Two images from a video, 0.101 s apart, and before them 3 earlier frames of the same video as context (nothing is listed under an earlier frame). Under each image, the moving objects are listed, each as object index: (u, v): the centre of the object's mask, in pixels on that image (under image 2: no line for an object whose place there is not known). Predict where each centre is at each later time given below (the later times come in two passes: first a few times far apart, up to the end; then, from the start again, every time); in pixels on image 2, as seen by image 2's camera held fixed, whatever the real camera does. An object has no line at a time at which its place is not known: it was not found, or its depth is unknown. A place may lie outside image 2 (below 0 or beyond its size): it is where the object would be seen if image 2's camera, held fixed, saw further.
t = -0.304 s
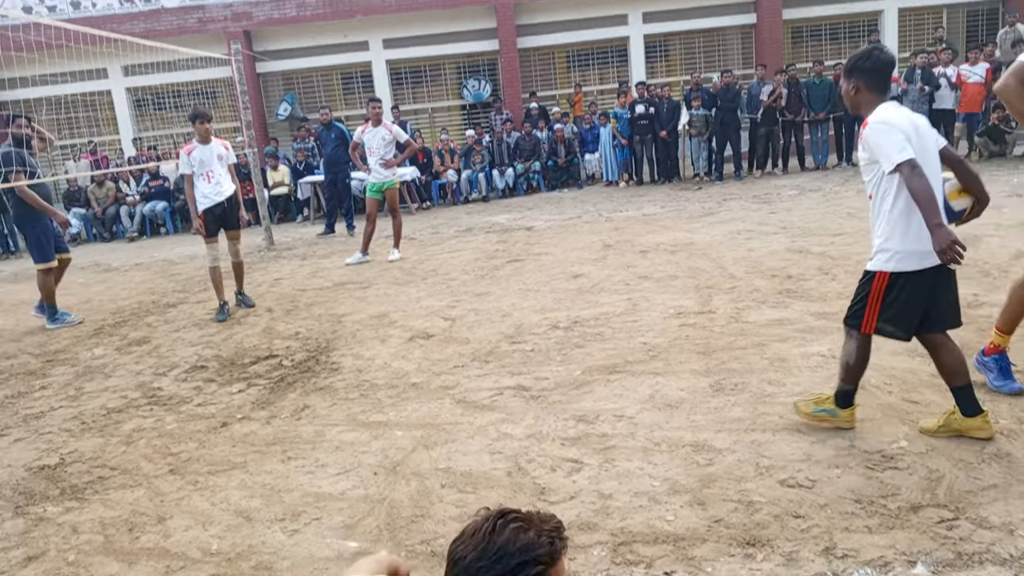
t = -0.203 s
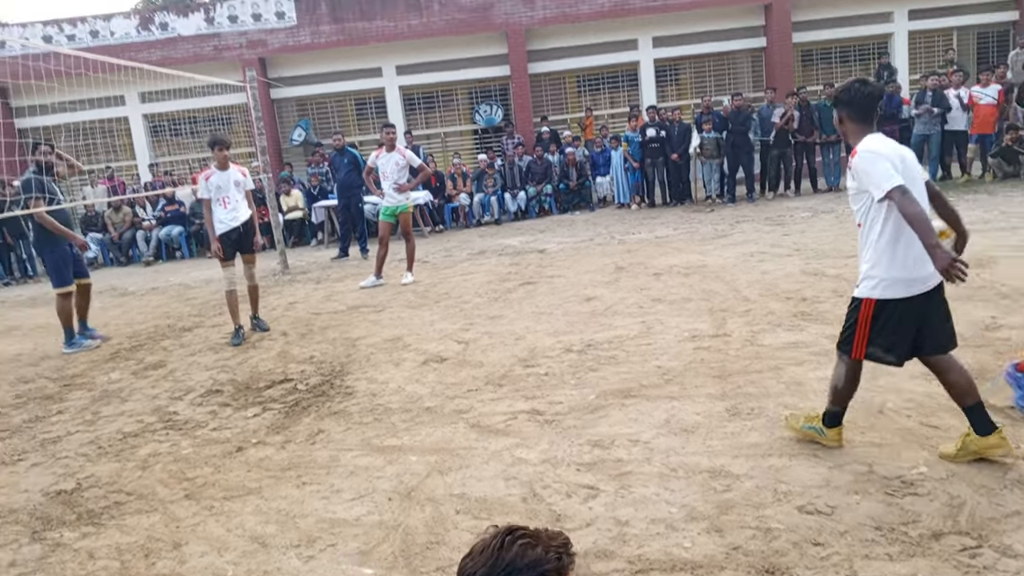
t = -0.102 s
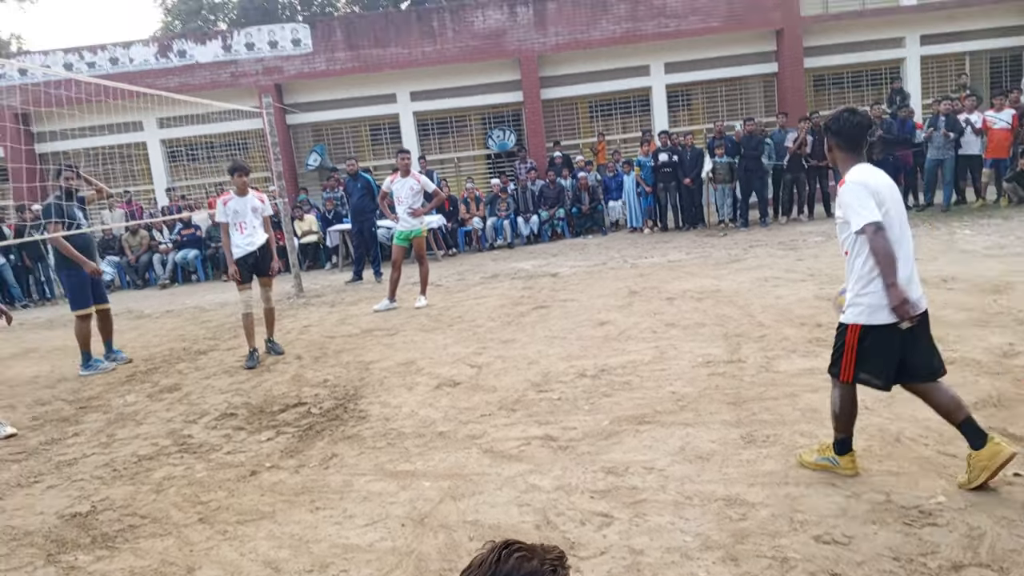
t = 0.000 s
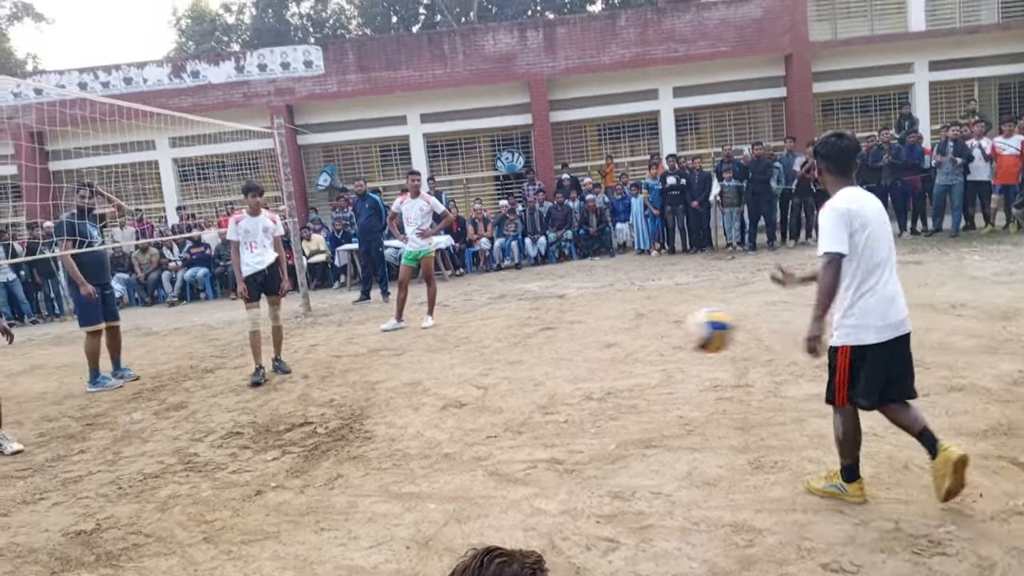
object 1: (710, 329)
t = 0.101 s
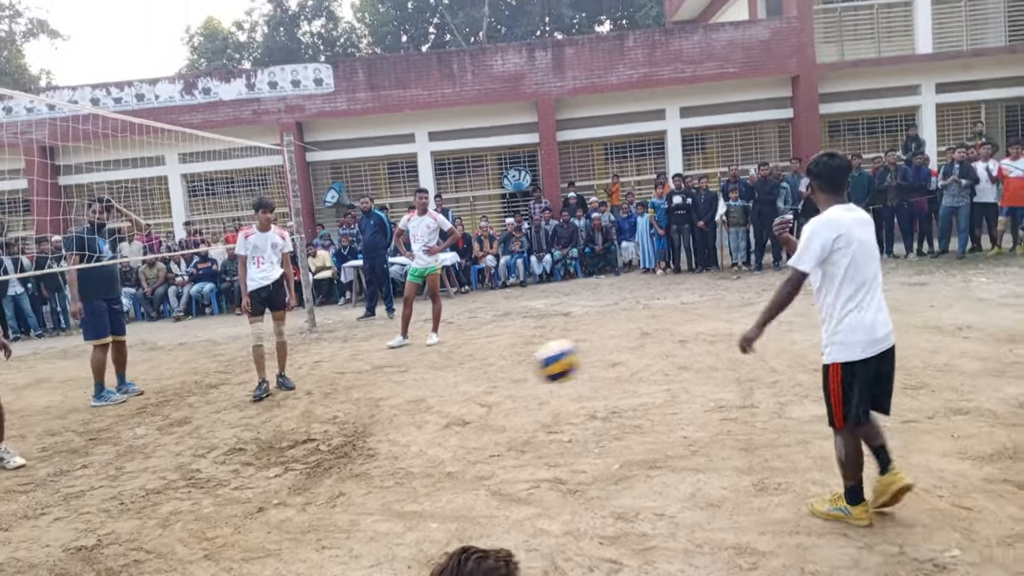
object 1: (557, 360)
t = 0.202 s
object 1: (418, 391)
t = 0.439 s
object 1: (152, 461)
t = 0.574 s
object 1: (55, 406)
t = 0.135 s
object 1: (508, 369)
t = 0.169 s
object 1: (465, 379)
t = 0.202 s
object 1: (418, 391)
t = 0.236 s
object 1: (373, 406)
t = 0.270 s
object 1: (331, 420)
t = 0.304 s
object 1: (289, 442)
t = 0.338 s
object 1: (250, 458)
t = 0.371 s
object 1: (209, 480)
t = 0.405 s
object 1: (180, 480)
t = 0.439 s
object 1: (152, 461)
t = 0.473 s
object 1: (122, 443)
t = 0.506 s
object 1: (94, 428)
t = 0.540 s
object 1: (70, 419)
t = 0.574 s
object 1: (55, 406)
